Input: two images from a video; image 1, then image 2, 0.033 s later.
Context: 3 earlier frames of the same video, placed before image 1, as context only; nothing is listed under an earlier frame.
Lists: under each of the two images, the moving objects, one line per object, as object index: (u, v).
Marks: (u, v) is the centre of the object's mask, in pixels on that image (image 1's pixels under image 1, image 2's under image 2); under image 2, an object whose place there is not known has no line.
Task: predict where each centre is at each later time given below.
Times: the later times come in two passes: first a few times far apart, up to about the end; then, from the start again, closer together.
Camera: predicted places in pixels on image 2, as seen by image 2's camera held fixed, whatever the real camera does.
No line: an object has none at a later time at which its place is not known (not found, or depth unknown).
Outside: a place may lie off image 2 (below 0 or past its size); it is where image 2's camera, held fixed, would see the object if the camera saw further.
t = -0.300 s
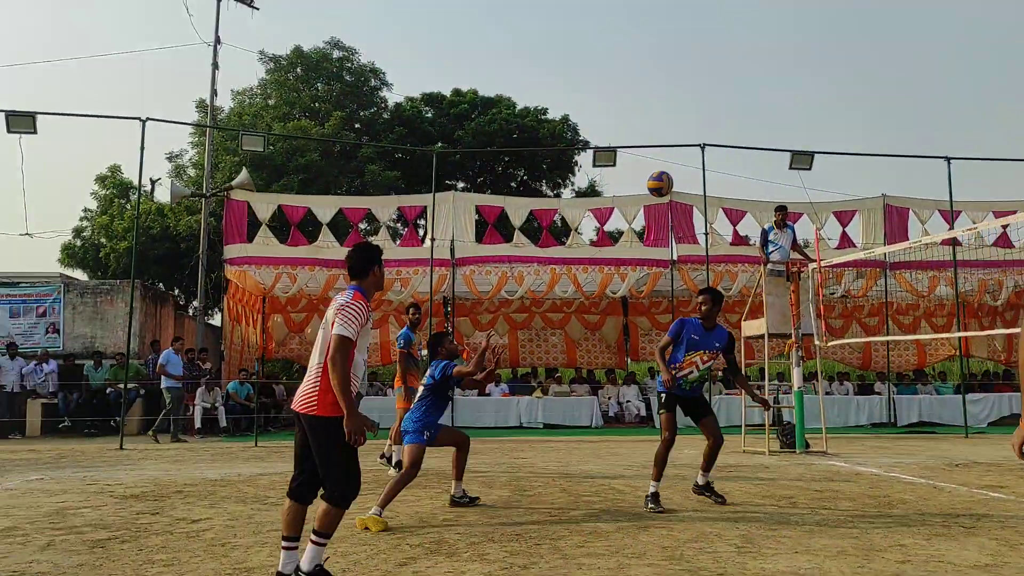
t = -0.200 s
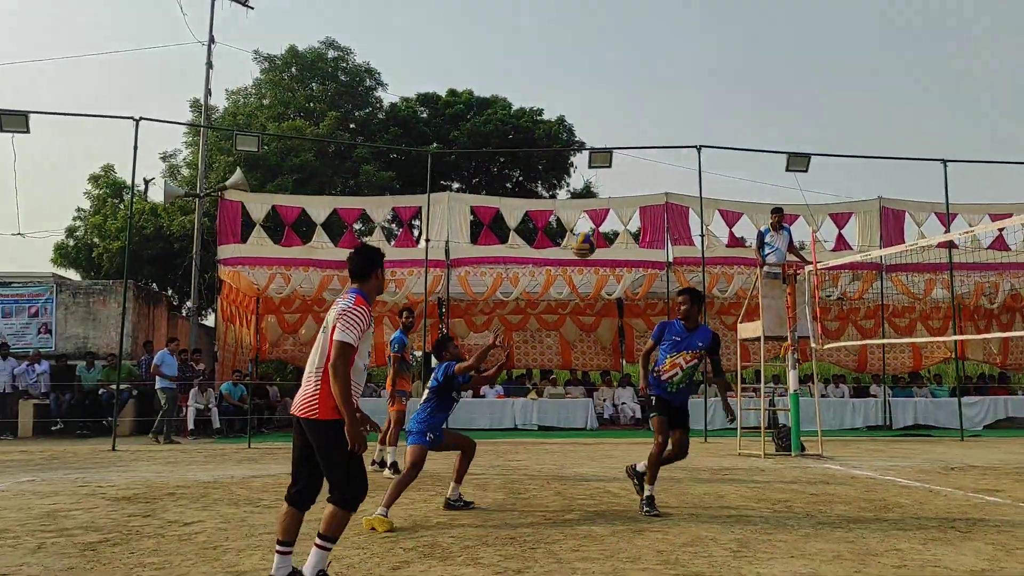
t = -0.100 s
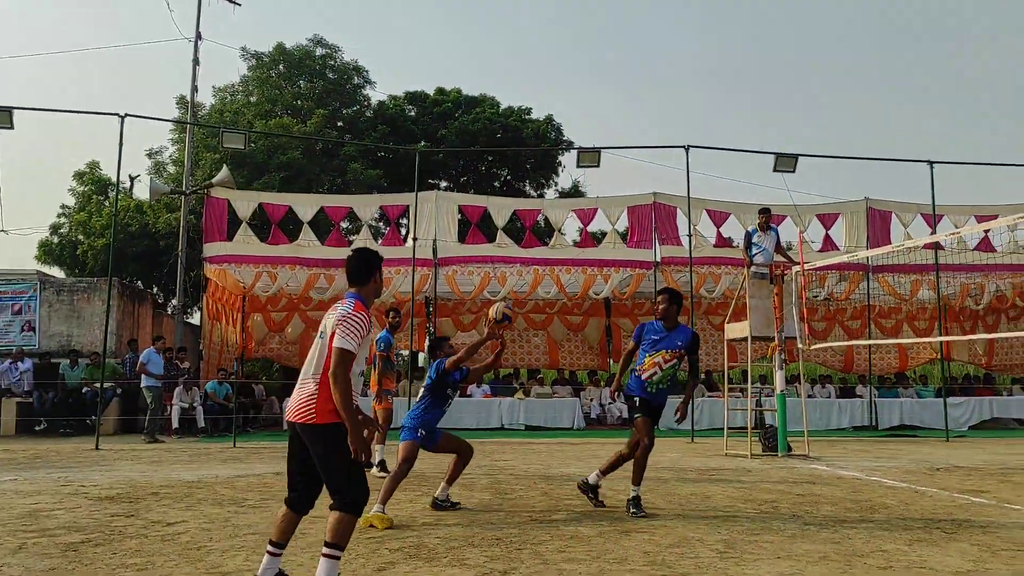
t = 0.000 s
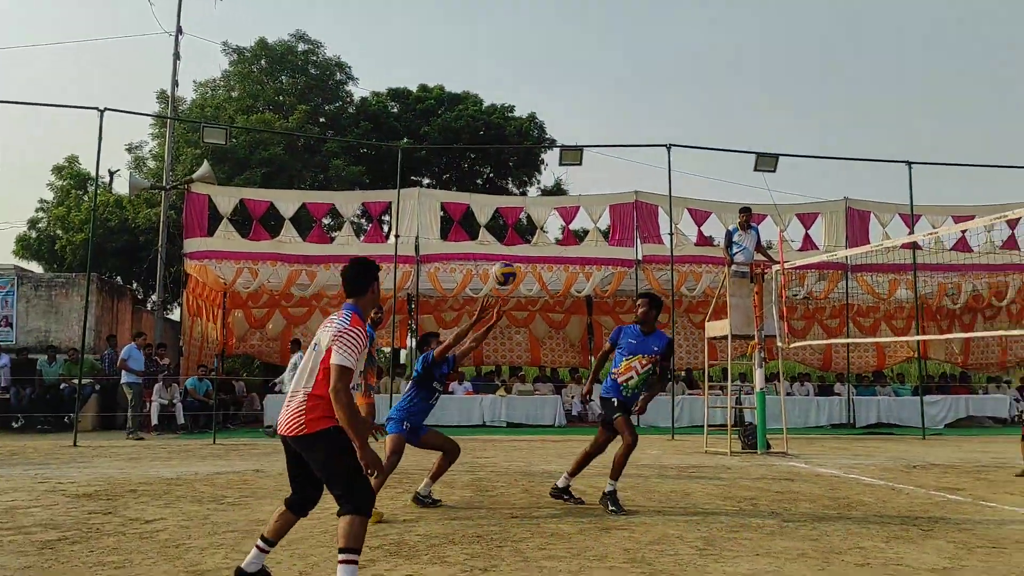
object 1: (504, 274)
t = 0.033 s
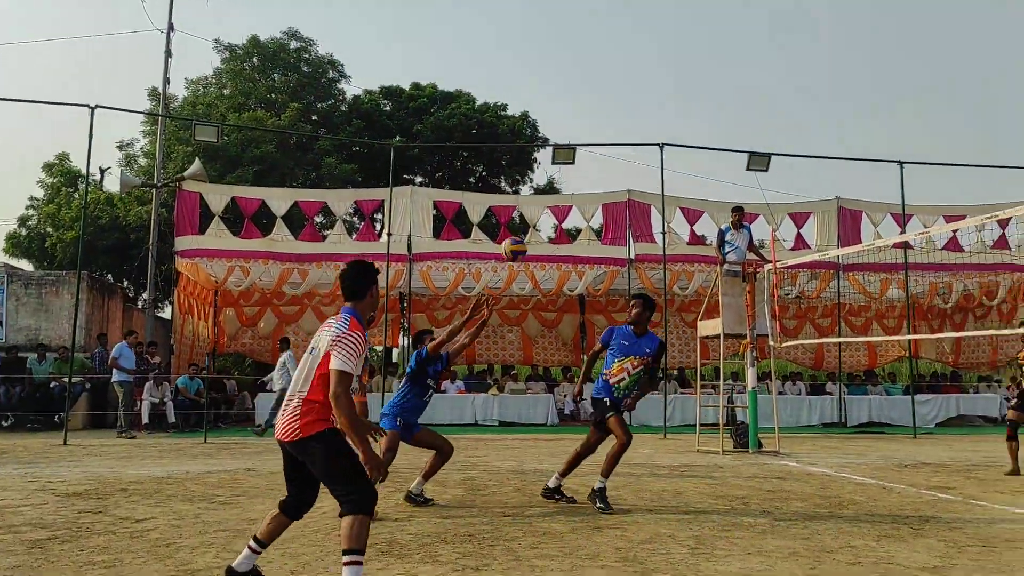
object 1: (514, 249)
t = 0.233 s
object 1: (620, 134)
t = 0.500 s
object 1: (766, 47)
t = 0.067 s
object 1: (531, 228)
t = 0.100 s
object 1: (549, 207)
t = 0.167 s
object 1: (584, 168)
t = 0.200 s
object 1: (602, 150)
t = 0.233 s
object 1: (620, 134)
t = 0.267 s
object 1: (638, 118)
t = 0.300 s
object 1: (657, 104)
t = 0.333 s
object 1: (675, 92)
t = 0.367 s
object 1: (693, 80)
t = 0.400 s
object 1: (711, 70)
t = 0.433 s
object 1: (730, 61)
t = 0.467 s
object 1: (748, 54)
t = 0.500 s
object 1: (766, 47)
